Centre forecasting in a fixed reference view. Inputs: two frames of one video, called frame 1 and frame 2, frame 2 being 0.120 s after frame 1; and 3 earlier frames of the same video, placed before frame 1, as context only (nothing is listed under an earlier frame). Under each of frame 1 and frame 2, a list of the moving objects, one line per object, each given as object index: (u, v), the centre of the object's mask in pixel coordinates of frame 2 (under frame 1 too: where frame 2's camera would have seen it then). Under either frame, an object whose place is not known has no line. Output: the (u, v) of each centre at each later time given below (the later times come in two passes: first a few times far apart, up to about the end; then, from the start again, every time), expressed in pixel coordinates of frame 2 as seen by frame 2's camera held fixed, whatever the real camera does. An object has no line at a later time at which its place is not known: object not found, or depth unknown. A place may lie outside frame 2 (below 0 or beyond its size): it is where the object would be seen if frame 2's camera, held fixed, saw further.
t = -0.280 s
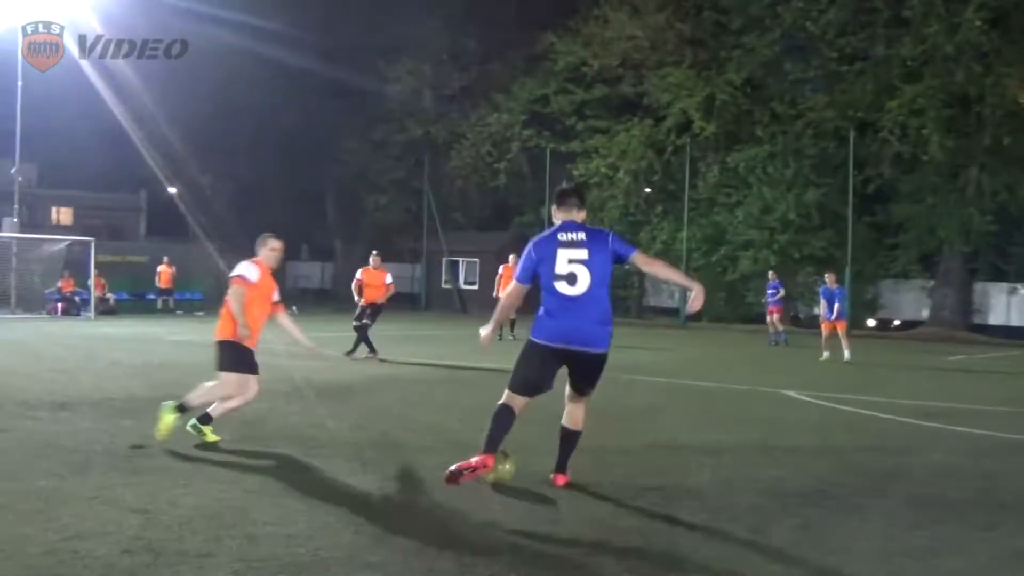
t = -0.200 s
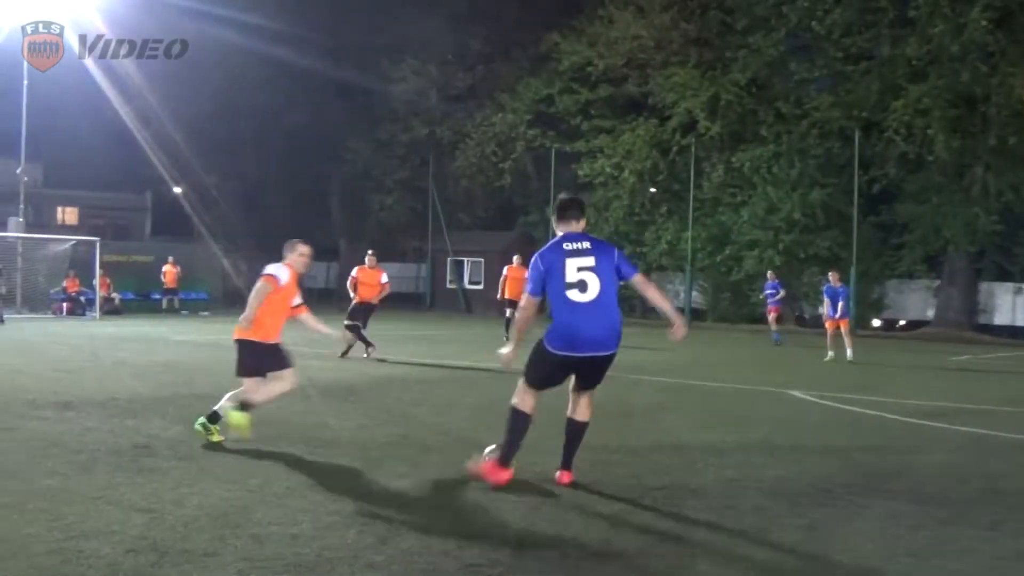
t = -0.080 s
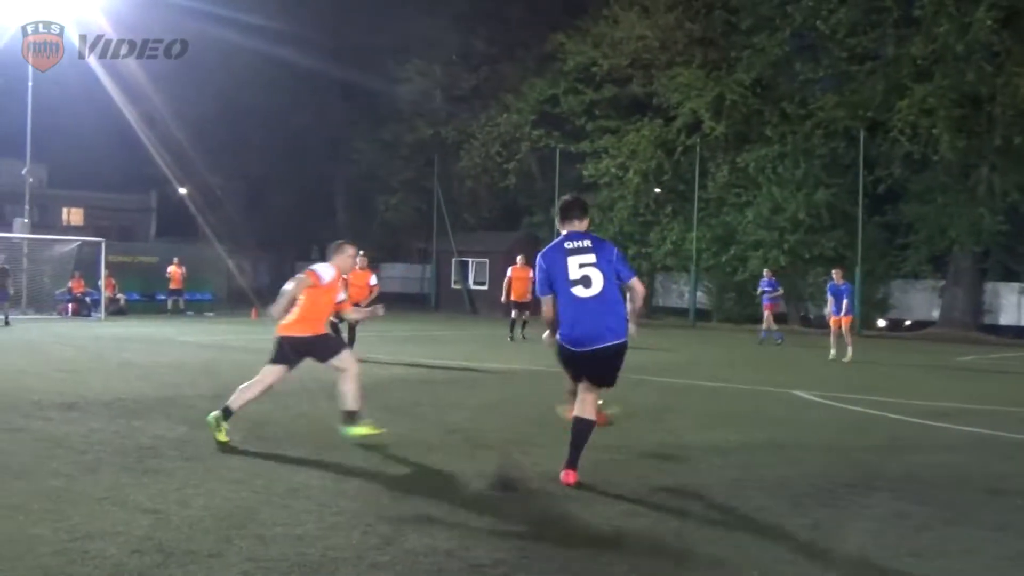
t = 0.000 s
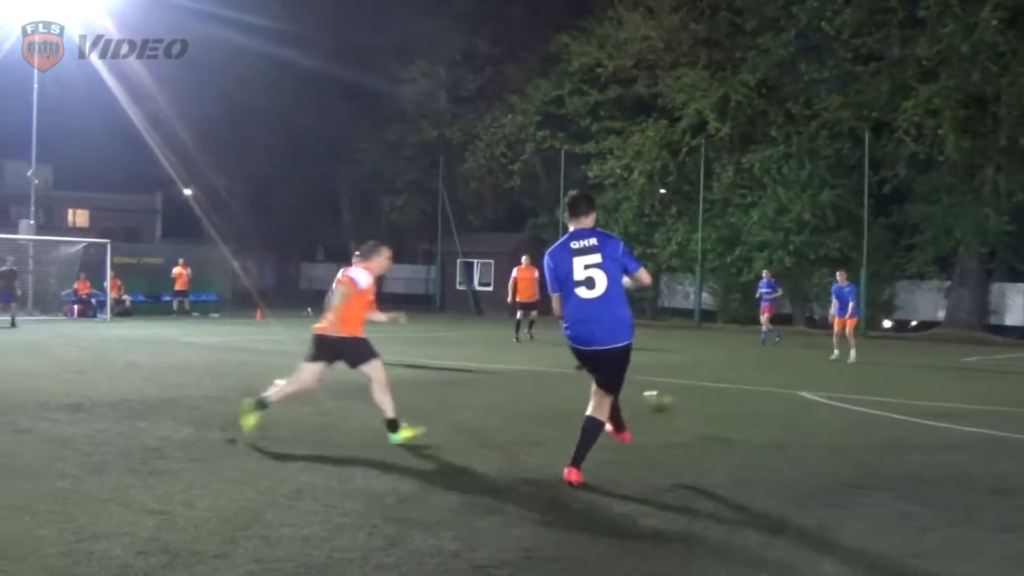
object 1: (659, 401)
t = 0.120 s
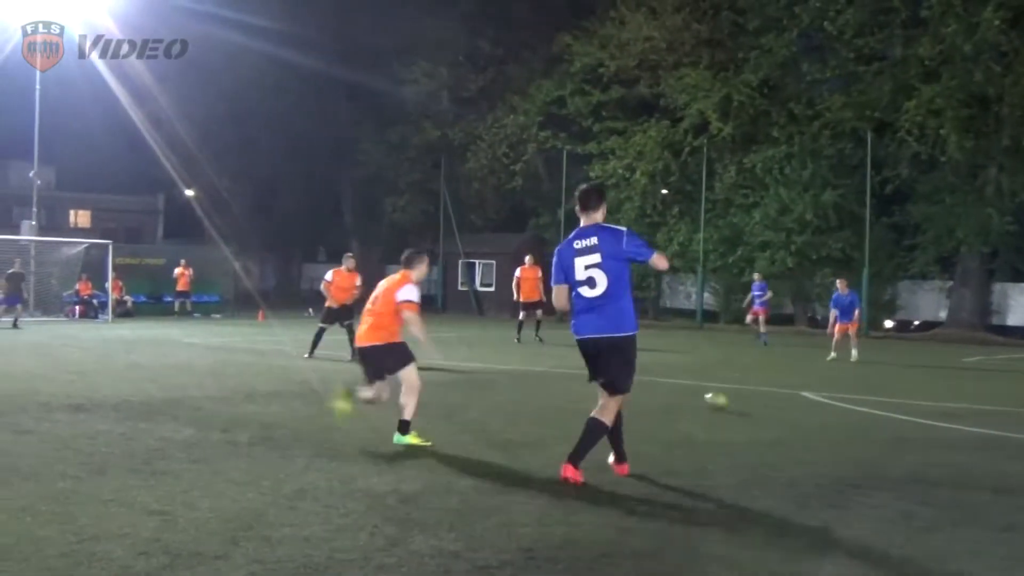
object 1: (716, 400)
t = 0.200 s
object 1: (741, 383)
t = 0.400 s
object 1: (789, 373)
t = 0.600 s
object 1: (821, 361)
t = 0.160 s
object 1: (725, 397)
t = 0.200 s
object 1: (741, 383)
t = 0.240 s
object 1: (753, 377)
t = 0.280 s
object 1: (762, 375)
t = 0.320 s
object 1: (773, 371)
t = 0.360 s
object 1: (781, 371)
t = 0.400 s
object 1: (789, 373)
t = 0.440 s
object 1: (799, 375)
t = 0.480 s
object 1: (803, 374)
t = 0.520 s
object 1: (809, 369)
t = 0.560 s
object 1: (814, 363)
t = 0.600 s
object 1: (821, 361)
